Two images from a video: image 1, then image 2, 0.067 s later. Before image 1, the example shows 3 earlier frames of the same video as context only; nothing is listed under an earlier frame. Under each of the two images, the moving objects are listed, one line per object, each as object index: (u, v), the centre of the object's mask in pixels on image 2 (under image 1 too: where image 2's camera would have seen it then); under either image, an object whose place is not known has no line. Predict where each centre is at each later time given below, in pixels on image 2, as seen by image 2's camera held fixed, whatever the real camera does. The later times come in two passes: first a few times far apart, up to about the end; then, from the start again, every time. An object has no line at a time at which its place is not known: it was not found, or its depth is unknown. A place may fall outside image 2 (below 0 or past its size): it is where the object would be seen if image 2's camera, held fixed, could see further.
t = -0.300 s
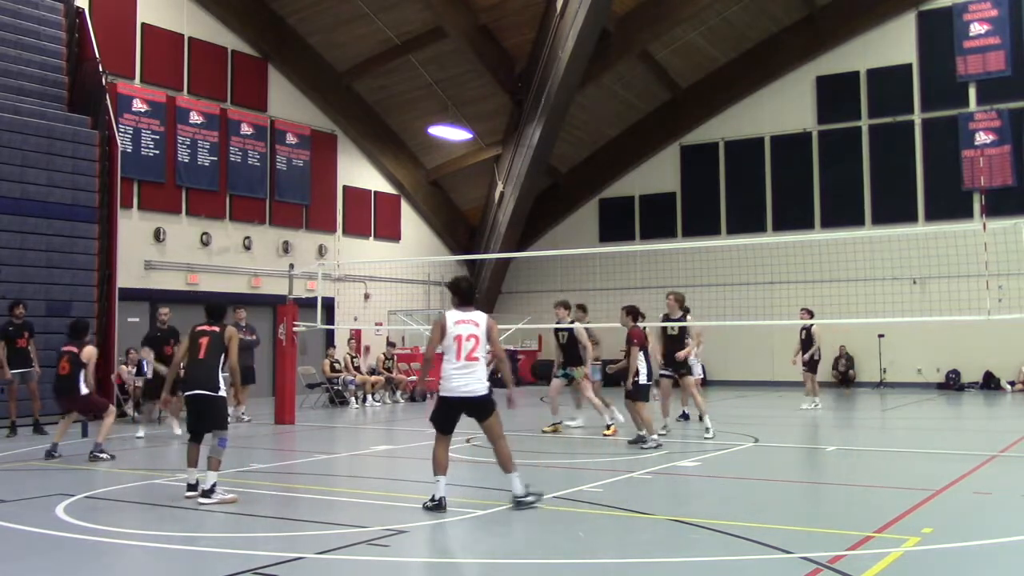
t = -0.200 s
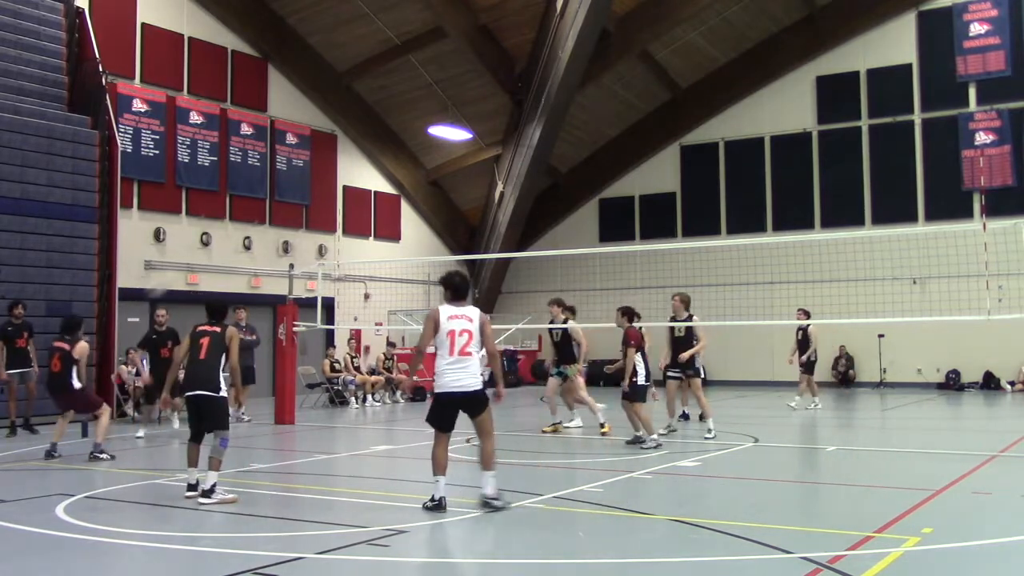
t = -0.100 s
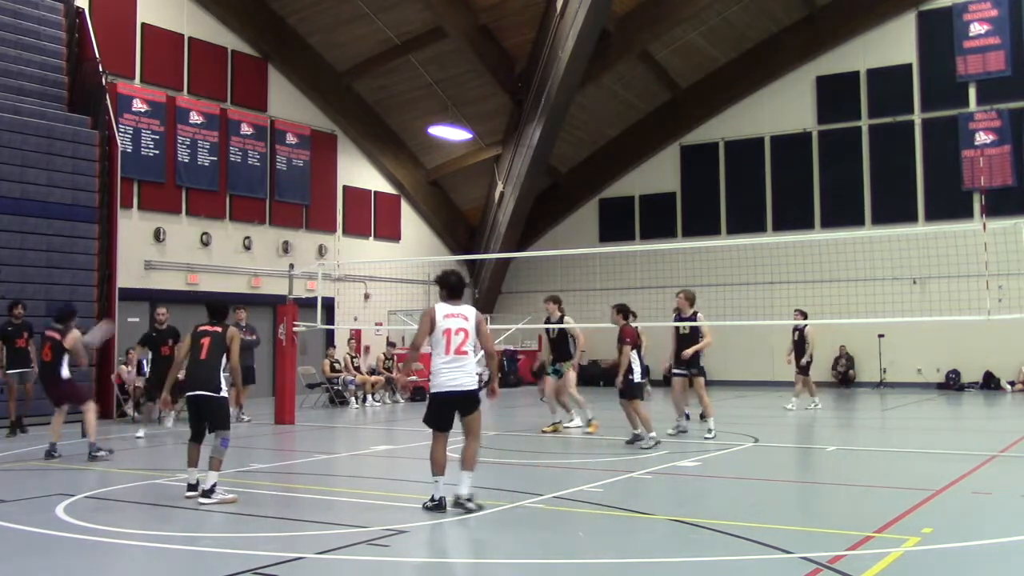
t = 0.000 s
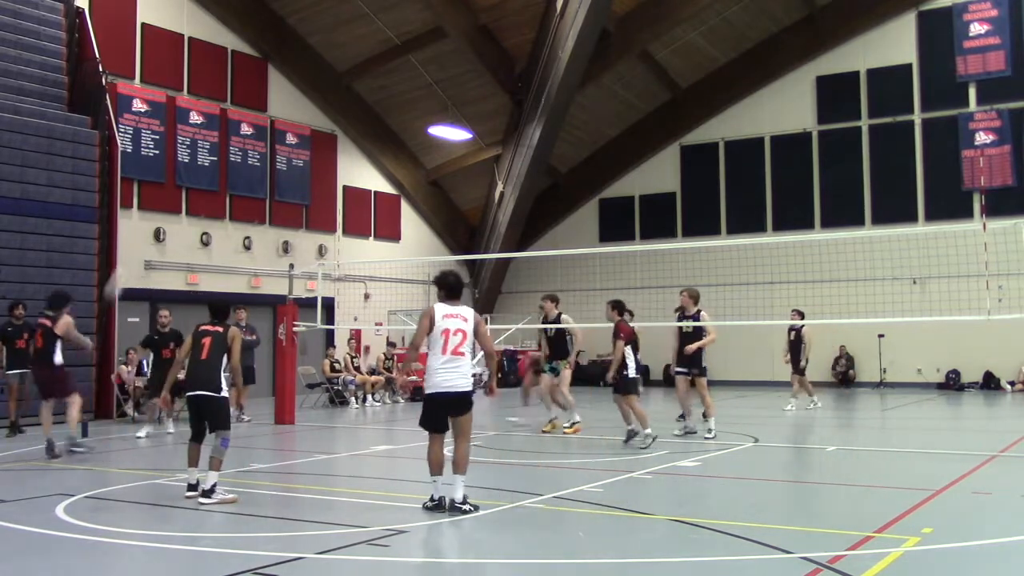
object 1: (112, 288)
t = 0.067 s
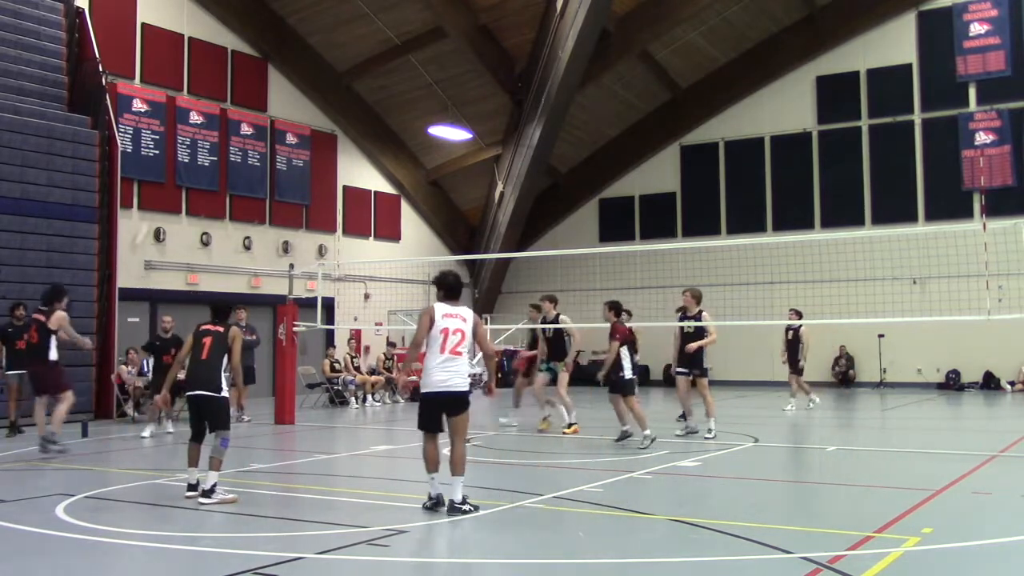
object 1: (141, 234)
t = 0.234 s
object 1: (198, 143)
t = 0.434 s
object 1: (266, 66)
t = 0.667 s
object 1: (344, 19)
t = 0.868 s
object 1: (409, 13)
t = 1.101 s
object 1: (482, 48)
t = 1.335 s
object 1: (555, 128)
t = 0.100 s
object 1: (153, 214)
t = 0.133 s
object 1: (165, 196)
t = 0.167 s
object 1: (177, 178)
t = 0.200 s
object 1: (187, 162)
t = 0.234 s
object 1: (198, 143)
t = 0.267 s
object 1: (211, 128)
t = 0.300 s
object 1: (221, 115)
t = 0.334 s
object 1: (235, 98)
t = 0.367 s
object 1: (244, 89)
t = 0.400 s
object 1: (256, 76)
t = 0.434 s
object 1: (266, 66)
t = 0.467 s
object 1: (279, 56)
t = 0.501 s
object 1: (289, 48)
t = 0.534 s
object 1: (300, 40)
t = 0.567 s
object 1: (311, 33)
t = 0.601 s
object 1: (322, 27)
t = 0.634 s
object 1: (333, 23)
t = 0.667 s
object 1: (344, 19)
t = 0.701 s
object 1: (355, 15)
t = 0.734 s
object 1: (365, 13)
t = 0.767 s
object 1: (376, 12)
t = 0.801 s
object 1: (387, 11)
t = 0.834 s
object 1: (397, 12)
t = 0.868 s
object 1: (409, 13)
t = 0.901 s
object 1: (419, 16)
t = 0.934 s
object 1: (430, 19)
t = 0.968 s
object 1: (440, 23)
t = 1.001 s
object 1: (450, 28)
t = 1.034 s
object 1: (461, 34)
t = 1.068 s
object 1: (472, 41)
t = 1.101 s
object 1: (482, 48)
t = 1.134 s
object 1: (493, 57)
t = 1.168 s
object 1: (503, 66)
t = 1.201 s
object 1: (513, 77)
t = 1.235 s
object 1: (524, 88)
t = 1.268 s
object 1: (534, 101)
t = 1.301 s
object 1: (544, 114)
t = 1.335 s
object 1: (555, 128)
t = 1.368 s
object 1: (565, 143)
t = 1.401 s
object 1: (575, 158)
